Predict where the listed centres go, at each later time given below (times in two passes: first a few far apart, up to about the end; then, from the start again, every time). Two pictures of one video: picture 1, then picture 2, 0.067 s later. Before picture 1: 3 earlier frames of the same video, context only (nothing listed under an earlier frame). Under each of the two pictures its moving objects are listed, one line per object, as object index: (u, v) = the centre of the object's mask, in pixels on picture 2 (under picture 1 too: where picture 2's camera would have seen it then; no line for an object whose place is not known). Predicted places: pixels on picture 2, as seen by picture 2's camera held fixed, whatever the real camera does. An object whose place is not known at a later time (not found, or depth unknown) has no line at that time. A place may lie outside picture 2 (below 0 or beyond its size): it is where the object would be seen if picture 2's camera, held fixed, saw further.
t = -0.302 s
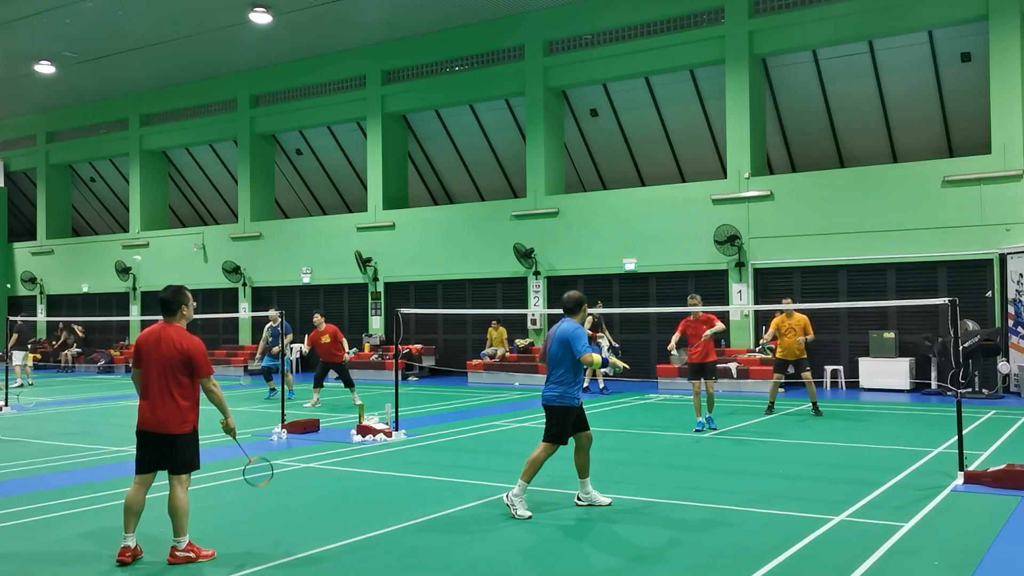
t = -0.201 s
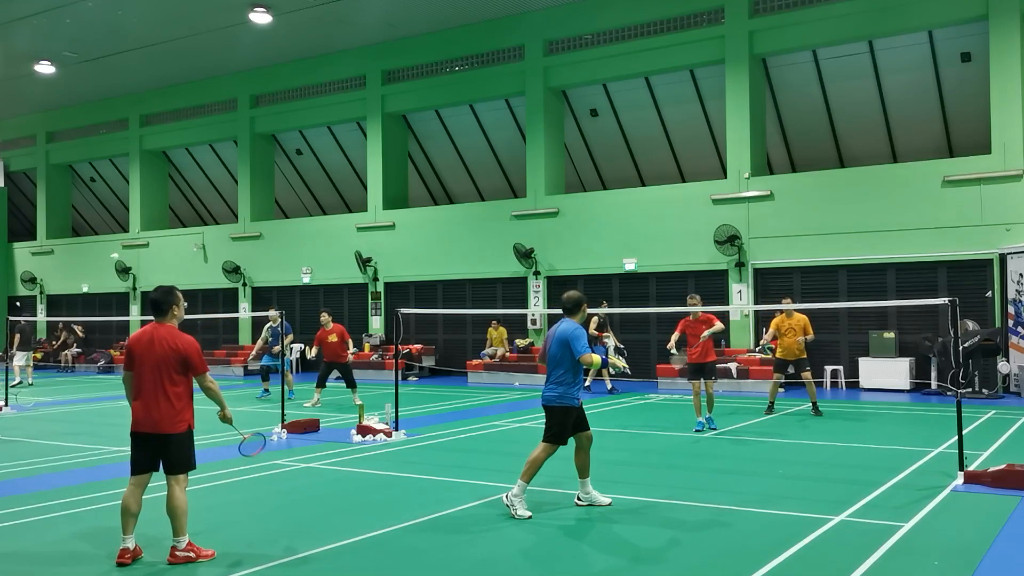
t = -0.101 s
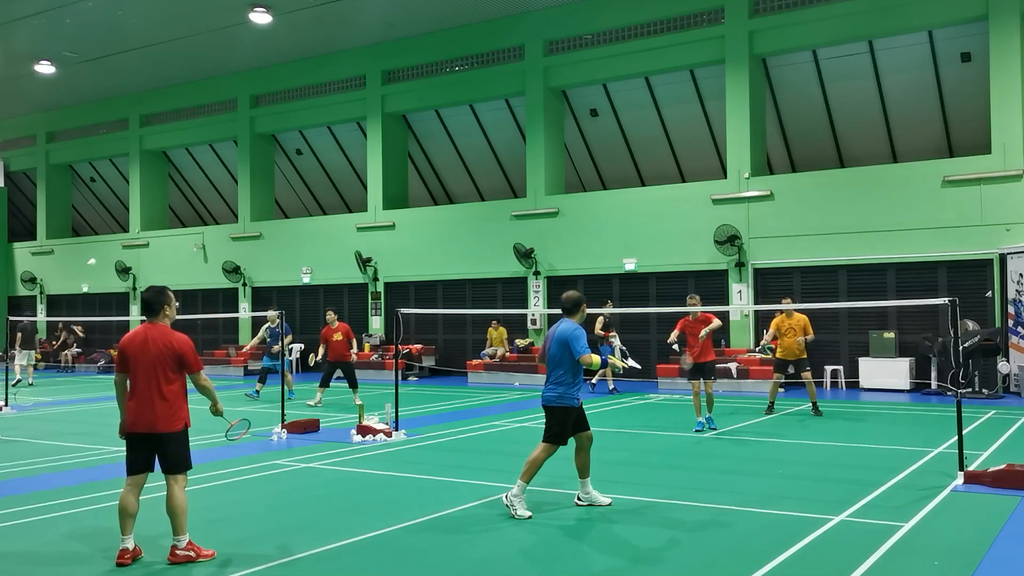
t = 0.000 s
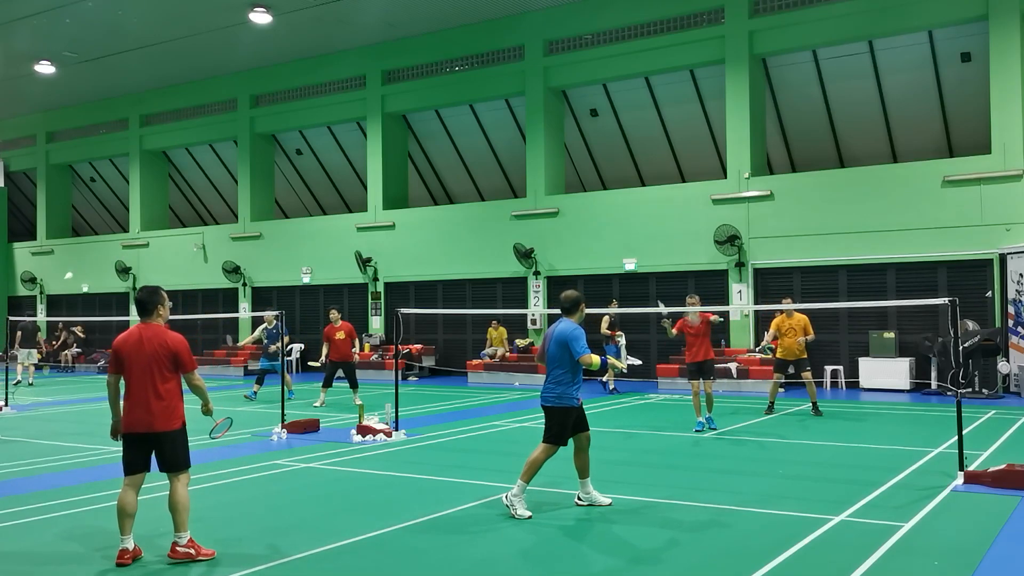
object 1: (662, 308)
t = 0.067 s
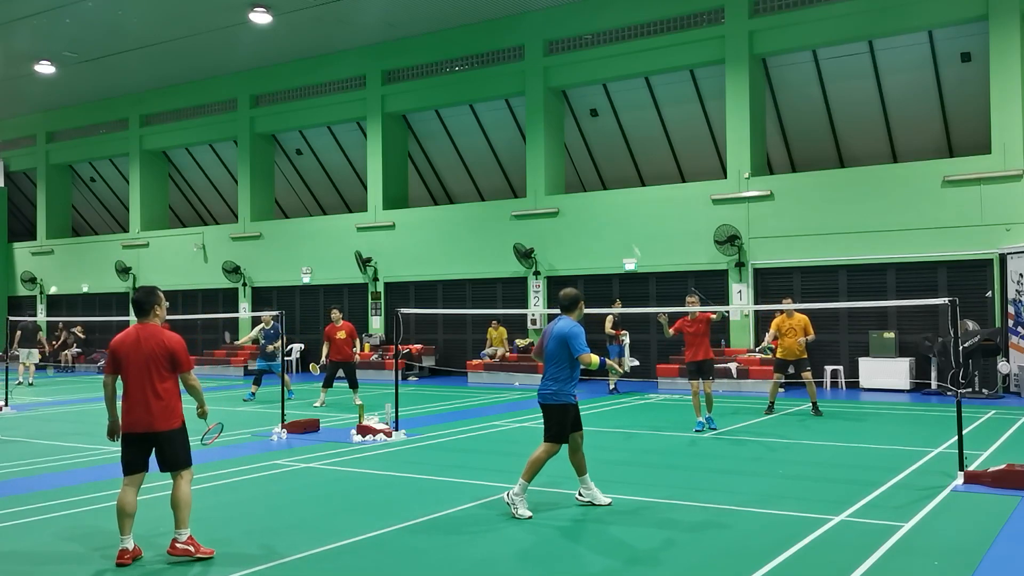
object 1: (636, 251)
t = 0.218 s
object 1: (585, 154)
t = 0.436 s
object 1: (516, 66)
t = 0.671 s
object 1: (441, 35)
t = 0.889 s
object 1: (369, 73)
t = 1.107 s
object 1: (299, 182)
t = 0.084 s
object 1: (630, 238)
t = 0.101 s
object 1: (624, 226)
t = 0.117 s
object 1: (618, 214)
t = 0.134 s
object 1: (613, 203)
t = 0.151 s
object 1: (607, 192)
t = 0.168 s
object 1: (601, 183)
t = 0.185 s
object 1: (596, 173)
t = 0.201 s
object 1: (590, 163)
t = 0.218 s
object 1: (585, 154)
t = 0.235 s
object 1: (579, 146)
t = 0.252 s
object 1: (574, 137)
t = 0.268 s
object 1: (568, 129)
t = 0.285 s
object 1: (563, 121)
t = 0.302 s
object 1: (557, 114)
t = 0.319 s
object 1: (552, 106)
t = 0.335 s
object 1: (547, 100)
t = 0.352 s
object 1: (541, 93)
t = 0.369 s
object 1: (536, 87)
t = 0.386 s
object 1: (530, 79)
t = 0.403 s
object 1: (525, 75)
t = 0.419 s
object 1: (521, 70)
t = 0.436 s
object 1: (516, 66)
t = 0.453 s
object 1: (510, 61)
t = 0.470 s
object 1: (505, 57)
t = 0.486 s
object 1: (500, 54)
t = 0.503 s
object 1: (495, 50)
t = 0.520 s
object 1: (489, 47)
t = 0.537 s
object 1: (484, 44)
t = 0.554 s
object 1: (479, 42)
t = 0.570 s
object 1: (473, 40)
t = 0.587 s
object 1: (468, 38)
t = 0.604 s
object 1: (463, 37)
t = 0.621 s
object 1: (457, 36)
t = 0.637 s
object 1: (452, 35)
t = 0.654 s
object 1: (447, 35)
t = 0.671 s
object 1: (441, 35)
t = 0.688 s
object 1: (436, 35)
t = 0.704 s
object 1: (430, 36)
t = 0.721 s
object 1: (425, 37)
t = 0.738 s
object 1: (419, 39)
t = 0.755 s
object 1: (414, 41)
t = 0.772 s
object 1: (408, 44)
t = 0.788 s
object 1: (402, 46)
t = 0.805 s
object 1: (397, 50)
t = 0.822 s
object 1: (391, 53)
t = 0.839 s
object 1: (386, 58)
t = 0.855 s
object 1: (380, 62)
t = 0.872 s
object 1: (374, 67)
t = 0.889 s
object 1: (369, 73)
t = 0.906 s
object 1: (363, 79)
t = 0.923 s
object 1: (358, 84)
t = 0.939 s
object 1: (352, 92)
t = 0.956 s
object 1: (347, 98)
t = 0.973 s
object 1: (341, 106)
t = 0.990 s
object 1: (335, 114)
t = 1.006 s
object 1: (330, 123)
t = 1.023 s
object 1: (324, 132)
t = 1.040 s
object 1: (319, 141)
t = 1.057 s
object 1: (313, 151)
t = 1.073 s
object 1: (307, 162)
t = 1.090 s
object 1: (303, 172)
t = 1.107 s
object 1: (299, 182)
